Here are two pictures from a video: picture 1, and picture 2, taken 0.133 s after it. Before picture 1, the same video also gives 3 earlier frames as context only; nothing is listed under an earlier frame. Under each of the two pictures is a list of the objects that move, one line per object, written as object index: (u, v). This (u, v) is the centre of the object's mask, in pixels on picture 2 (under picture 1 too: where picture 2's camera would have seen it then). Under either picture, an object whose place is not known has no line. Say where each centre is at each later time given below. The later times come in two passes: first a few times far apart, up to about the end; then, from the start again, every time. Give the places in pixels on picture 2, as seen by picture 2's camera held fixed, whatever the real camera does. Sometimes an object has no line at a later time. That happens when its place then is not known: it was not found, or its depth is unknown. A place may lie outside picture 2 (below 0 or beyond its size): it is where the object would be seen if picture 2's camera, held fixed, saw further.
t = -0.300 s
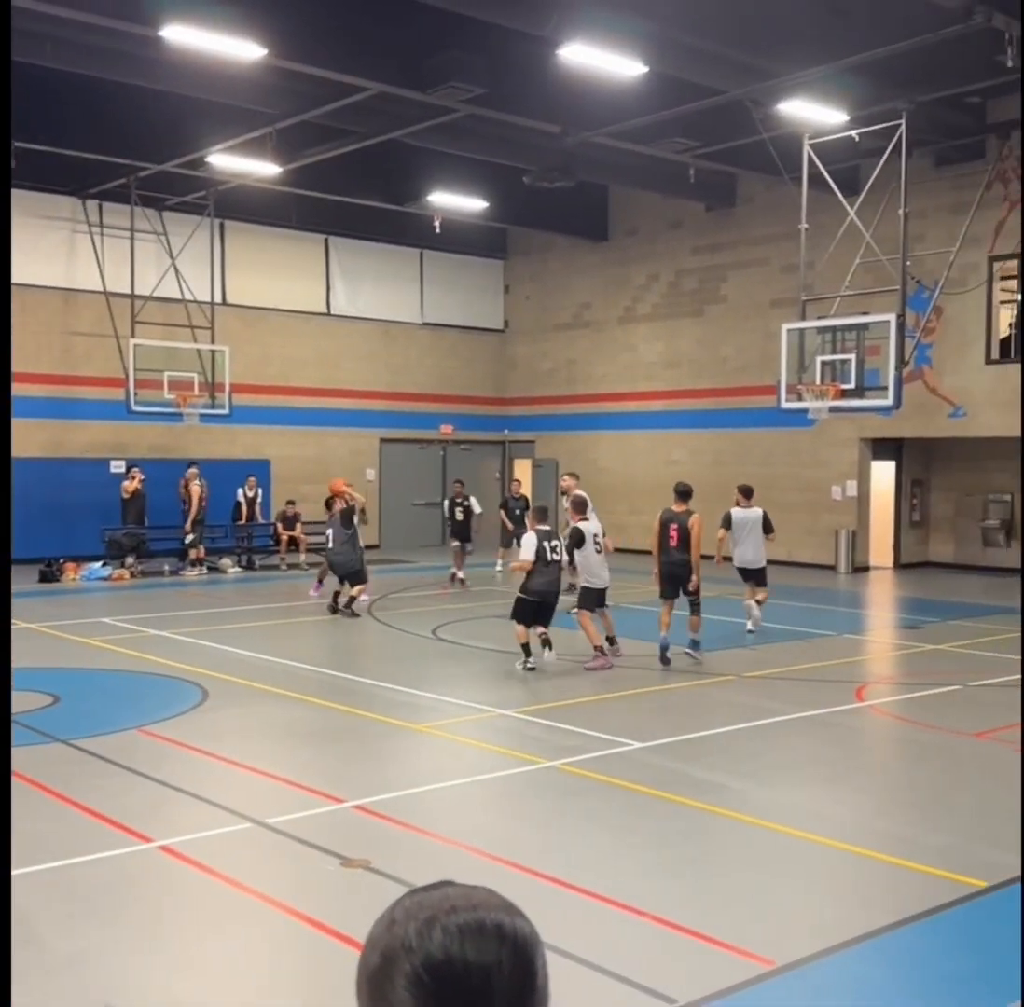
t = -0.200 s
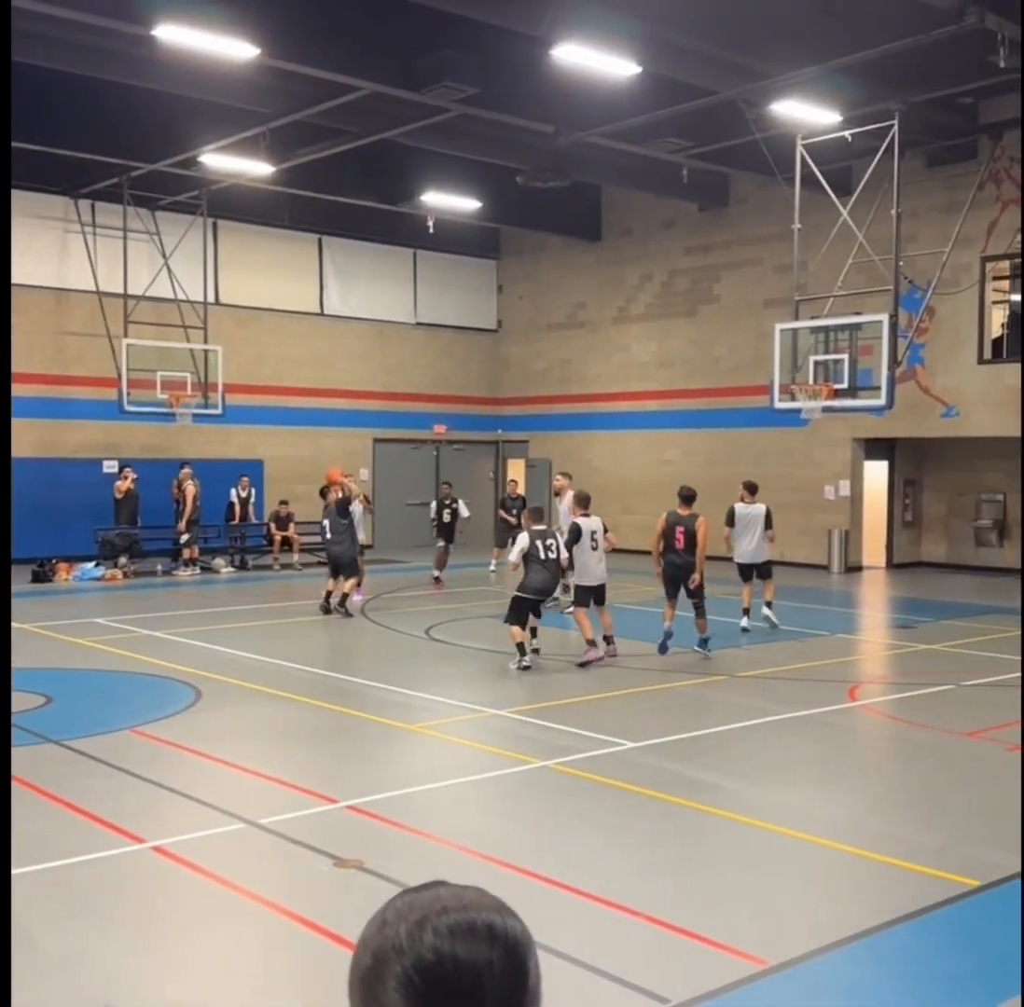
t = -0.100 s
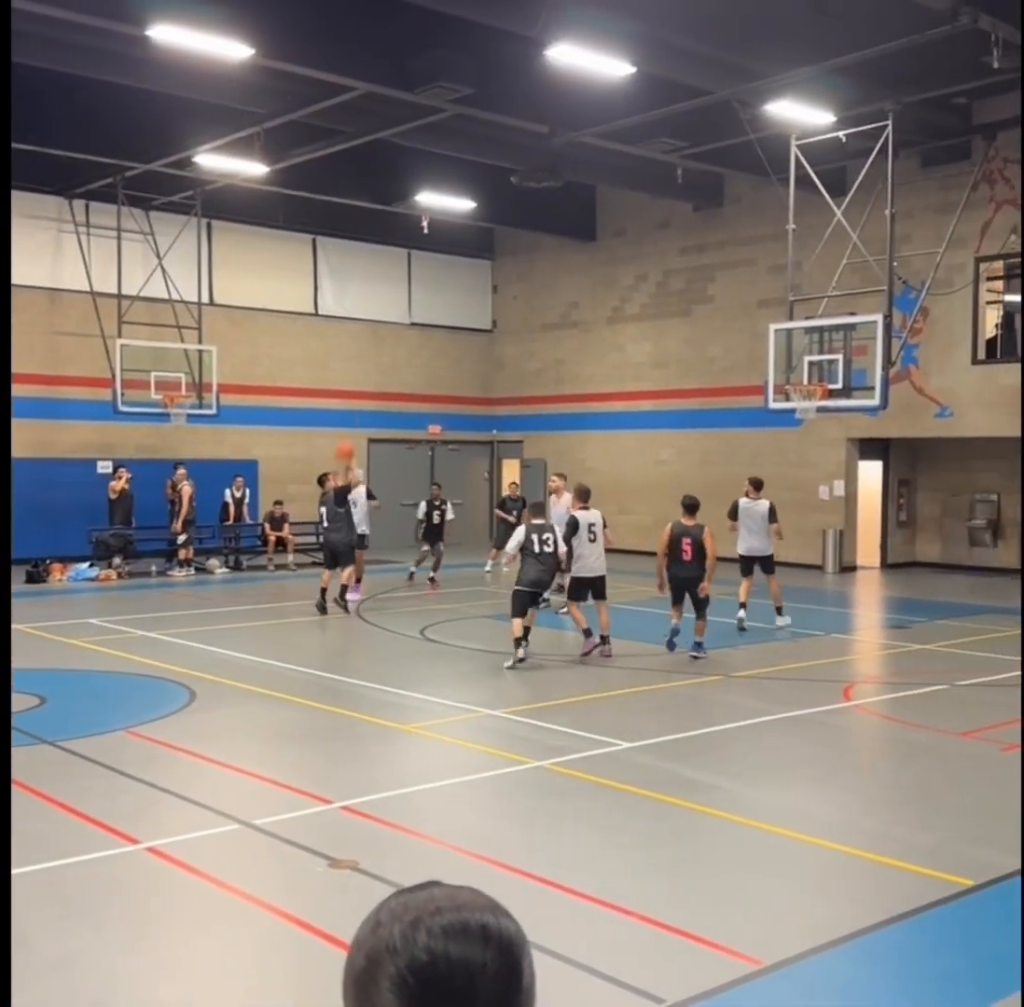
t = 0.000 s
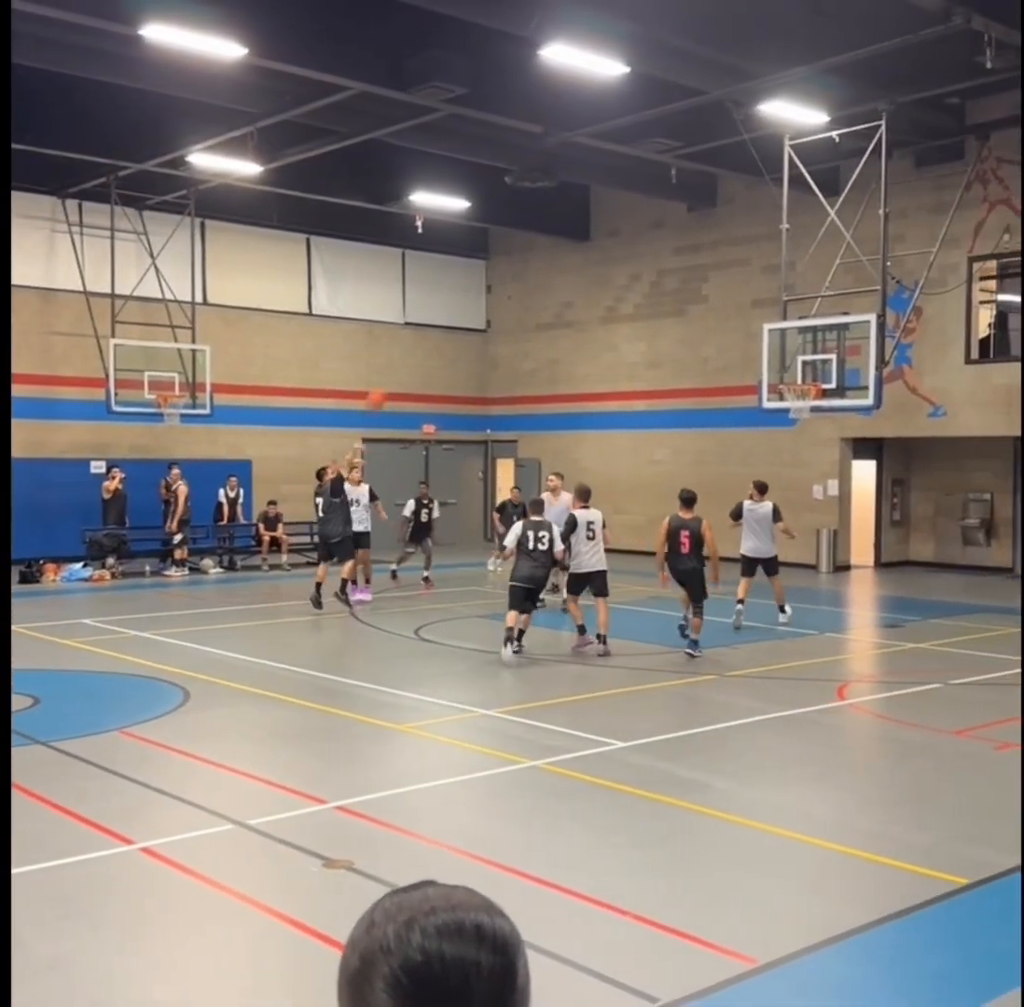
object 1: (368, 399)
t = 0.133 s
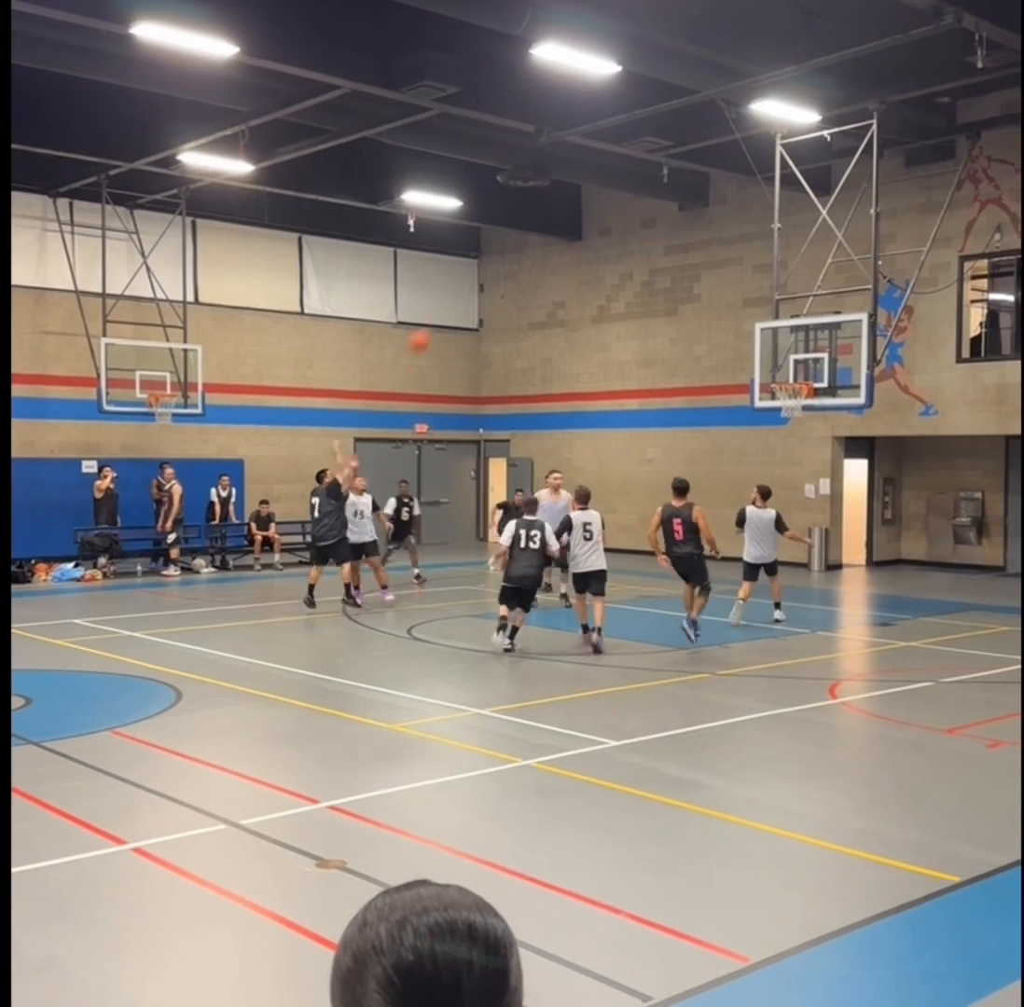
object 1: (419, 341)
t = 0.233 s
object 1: (457, 307)
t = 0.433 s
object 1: (530, 264)
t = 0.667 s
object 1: (611, 250)
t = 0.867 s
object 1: (677, 272)
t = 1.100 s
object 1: (749, 331)
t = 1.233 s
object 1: (793, 381)
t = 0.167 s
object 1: (431, 330)
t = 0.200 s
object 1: (444, 318)
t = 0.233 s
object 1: (457, 307)
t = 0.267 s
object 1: (469, 298)
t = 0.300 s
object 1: (482, 289)
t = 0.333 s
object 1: (494, 281)
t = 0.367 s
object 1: (506, 274)
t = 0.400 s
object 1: (518, 269)
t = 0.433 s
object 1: (530, 264)
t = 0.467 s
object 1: (542, 259)
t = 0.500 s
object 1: (553, 256)
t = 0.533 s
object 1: (565, 253)
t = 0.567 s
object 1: (577, 252)
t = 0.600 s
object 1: (588, 251)
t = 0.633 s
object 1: (599, 251)
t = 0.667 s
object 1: (611, 250)
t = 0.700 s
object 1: (622, 252)
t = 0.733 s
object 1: (633, 255)
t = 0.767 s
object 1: (644, 258)
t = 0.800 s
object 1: (655, 262)
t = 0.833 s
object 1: (666, 267)
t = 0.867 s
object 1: (677, 272)
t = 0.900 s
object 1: (687, 279)
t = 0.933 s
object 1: (699, 285)
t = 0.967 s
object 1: (709, 294)
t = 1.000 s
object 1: (720, 302)
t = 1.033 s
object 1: (730, 311)
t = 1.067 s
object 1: (741, 320)
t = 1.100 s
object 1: (749, 331)
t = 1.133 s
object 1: (762, 344)
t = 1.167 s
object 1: (771, 354)
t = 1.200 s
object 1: (781, 368)
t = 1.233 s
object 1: (793, 381)
